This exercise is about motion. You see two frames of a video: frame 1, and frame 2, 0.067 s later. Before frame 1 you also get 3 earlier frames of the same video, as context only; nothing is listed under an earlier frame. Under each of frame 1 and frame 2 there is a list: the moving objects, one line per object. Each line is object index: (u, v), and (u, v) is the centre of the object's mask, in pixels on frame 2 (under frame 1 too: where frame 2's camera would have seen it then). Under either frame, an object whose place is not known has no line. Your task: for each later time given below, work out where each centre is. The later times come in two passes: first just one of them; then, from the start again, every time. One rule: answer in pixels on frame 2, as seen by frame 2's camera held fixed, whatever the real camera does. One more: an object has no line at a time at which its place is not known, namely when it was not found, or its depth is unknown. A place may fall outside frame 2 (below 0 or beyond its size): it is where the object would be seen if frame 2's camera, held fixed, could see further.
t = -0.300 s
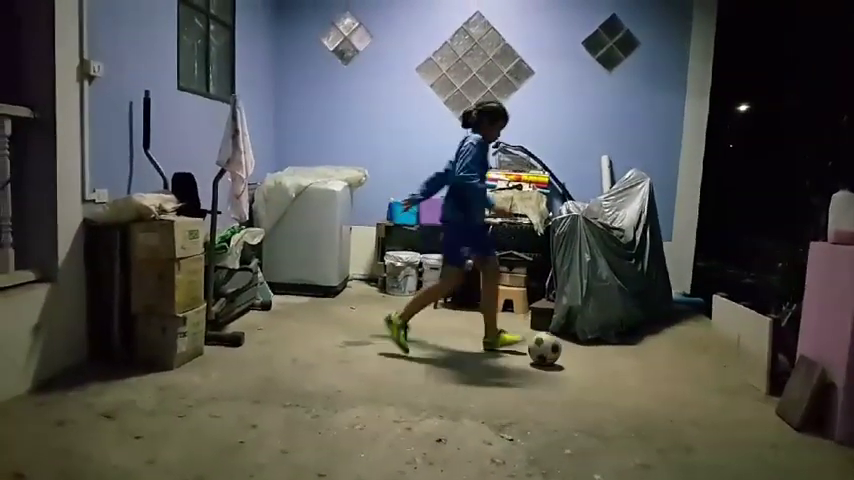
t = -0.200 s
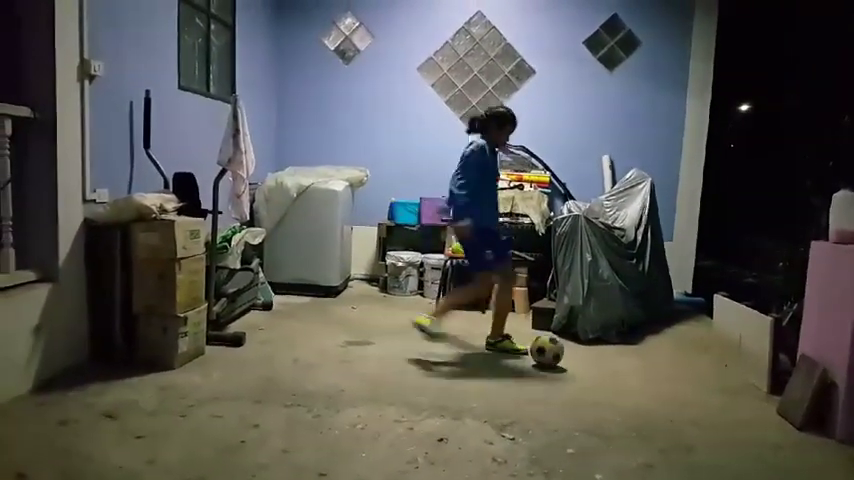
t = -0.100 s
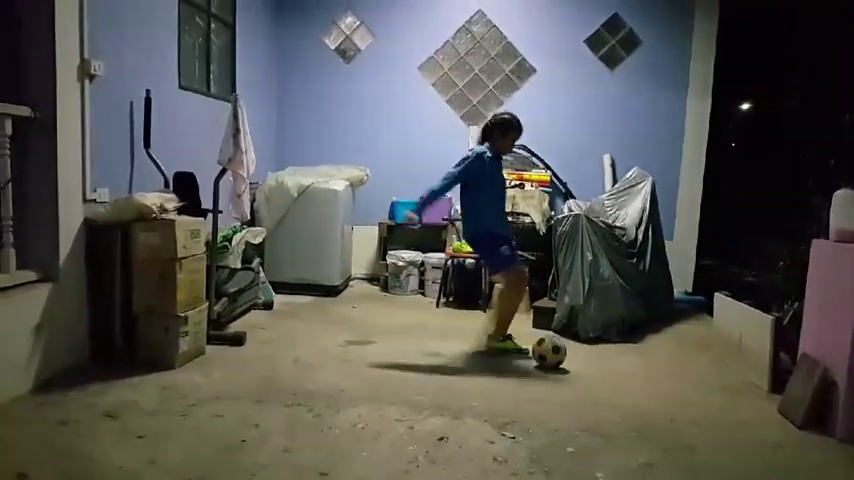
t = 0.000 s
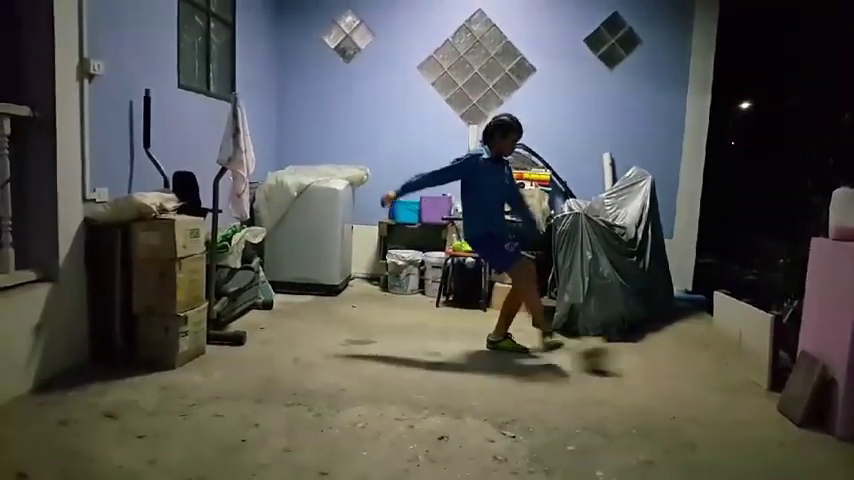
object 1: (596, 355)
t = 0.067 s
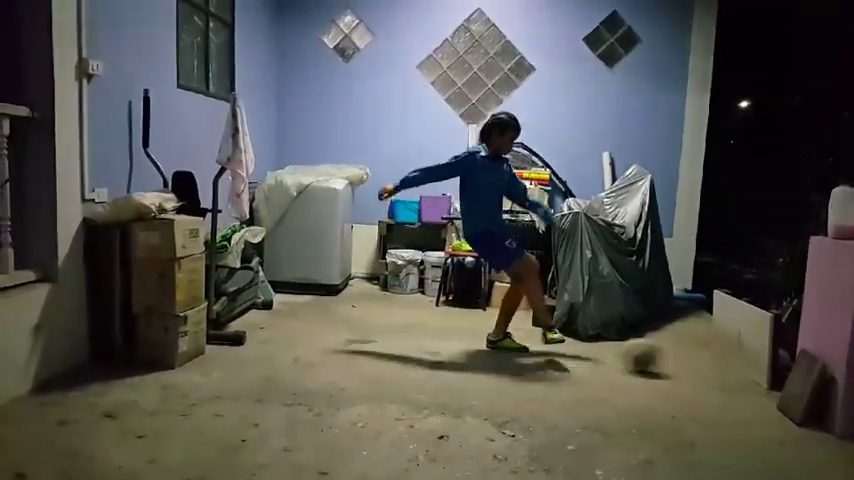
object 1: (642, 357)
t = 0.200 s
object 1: (722, 361)
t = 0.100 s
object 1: (662, 359)
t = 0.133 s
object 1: (682, 362)
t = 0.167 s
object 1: (704, 360)
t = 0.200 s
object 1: (722, 361)
